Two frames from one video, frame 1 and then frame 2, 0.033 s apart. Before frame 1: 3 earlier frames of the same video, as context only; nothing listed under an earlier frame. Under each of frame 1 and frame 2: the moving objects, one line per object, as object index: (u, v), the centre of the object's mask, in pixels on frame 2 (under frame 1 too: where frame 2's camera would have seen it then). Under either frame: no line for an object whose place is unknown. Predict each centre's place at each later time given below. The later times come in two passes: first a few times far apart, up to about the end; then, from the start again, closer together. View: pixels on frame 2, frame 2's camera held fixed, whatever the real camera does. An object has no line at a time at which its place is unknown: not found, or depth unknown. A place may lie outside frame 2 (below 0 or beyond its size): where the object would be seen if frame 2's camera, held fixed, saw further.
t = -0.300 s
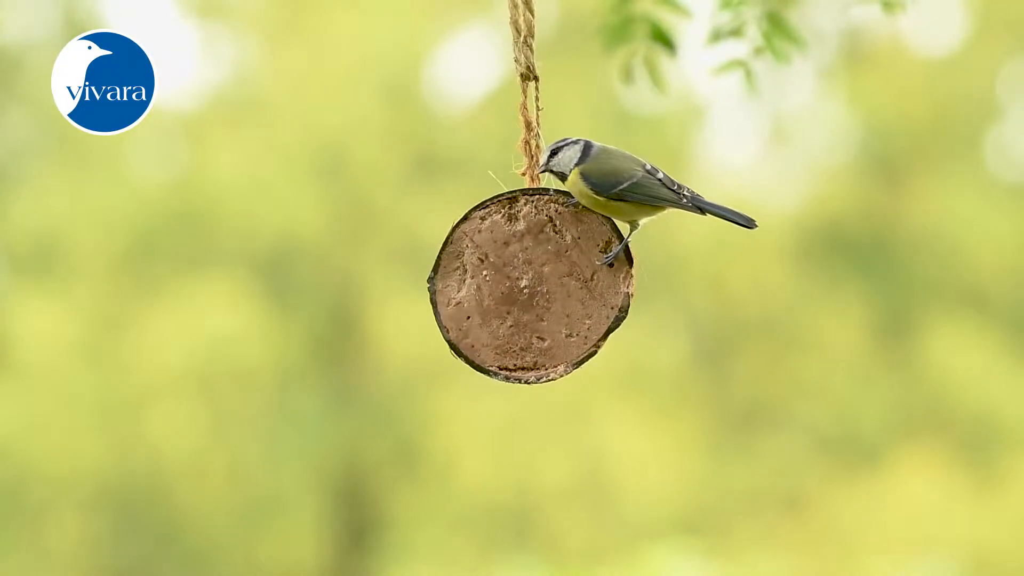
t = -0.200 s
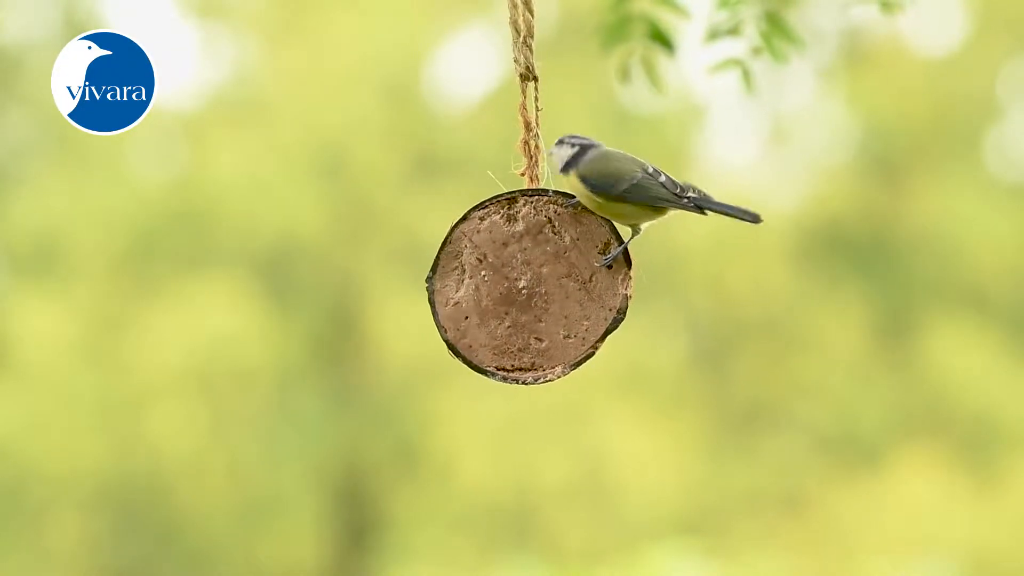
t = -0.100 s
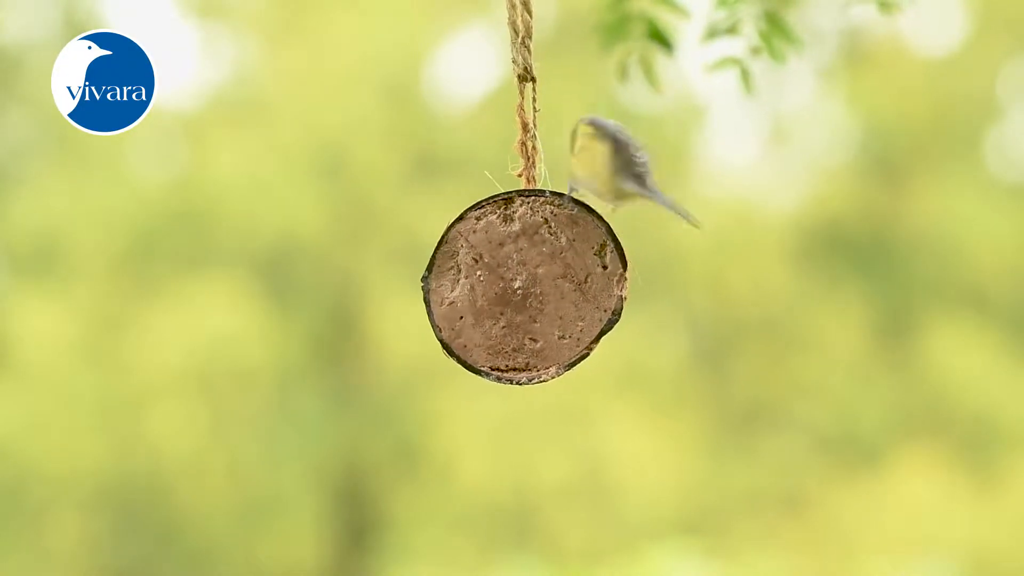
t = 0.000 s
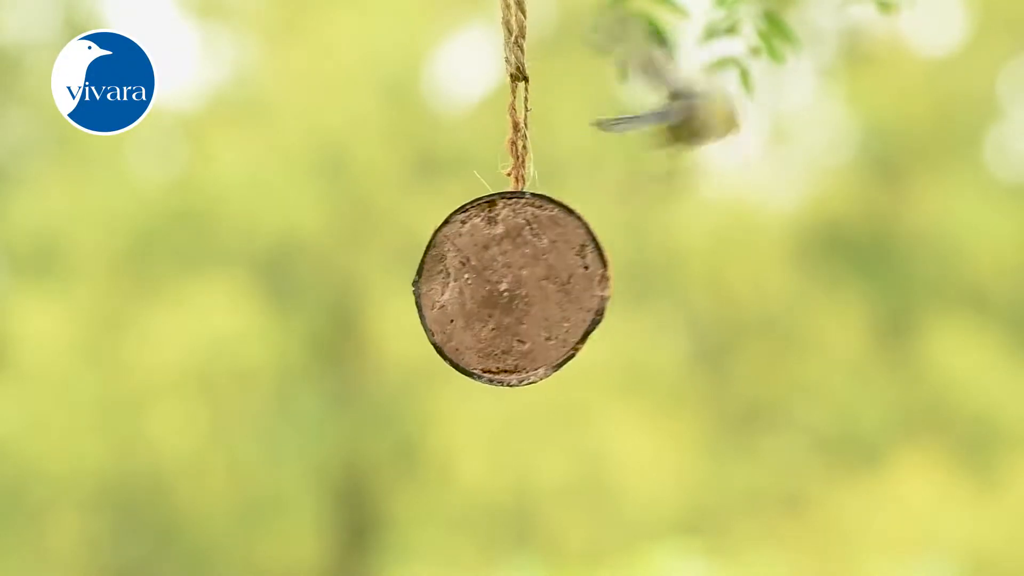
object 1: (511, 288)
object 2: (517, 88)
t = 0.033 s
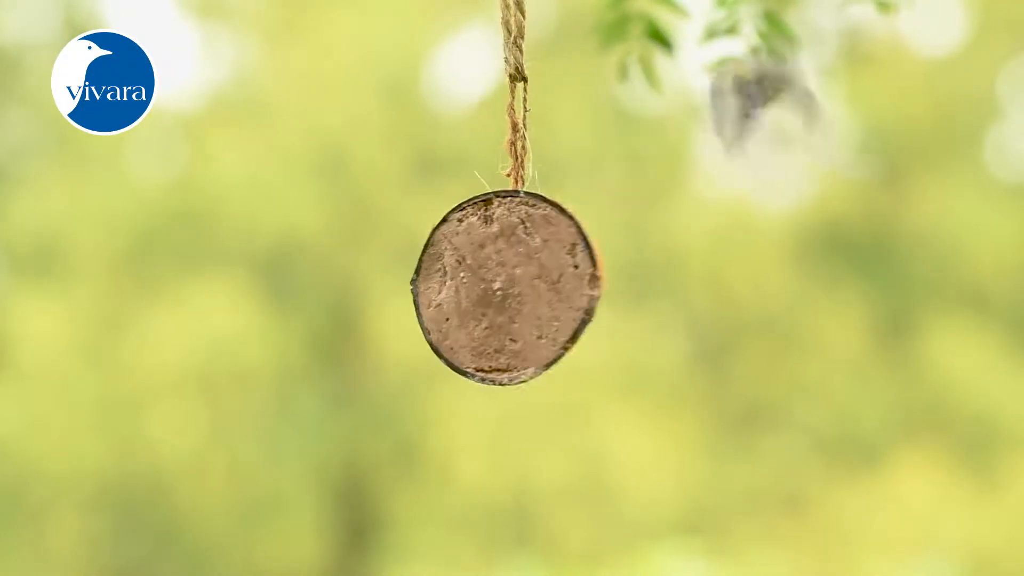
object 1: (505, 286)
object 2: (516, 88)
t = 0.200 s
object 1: (492, 287)
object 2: (504, 90)
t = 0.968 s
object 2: (512, 90)
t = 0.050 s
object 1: (496, 288)
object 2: (509, 89)
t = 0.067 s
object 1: (494, 287)
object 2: (509, 89)
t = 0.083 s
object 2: (509, 89)
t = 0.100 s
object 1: (491, 287)
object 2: (508, 89)
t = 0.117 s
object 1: (490, 287)
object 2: (506, 90)
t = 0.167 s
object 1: (489, 289)
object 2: (501, 91)
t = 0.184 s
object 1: (491, 288)
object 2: (503, 89)
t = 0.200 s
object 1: (492, 287)
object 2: (504, 90)
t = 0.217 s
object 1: (493, 287)
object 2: (506, 90)
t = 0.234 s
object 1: (494, 287)
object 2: (508, 92)
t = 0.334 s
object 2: (510, 92)
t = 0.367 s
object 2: (511, 93)
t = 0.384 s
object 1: (512, 288)
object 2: (513, 92)
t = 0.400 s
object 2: (516, 91)
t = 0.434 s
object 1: (519, 288)
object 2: (522, 92)
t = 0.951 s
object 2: (513, 90)
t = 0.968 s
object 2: (512, 90)
